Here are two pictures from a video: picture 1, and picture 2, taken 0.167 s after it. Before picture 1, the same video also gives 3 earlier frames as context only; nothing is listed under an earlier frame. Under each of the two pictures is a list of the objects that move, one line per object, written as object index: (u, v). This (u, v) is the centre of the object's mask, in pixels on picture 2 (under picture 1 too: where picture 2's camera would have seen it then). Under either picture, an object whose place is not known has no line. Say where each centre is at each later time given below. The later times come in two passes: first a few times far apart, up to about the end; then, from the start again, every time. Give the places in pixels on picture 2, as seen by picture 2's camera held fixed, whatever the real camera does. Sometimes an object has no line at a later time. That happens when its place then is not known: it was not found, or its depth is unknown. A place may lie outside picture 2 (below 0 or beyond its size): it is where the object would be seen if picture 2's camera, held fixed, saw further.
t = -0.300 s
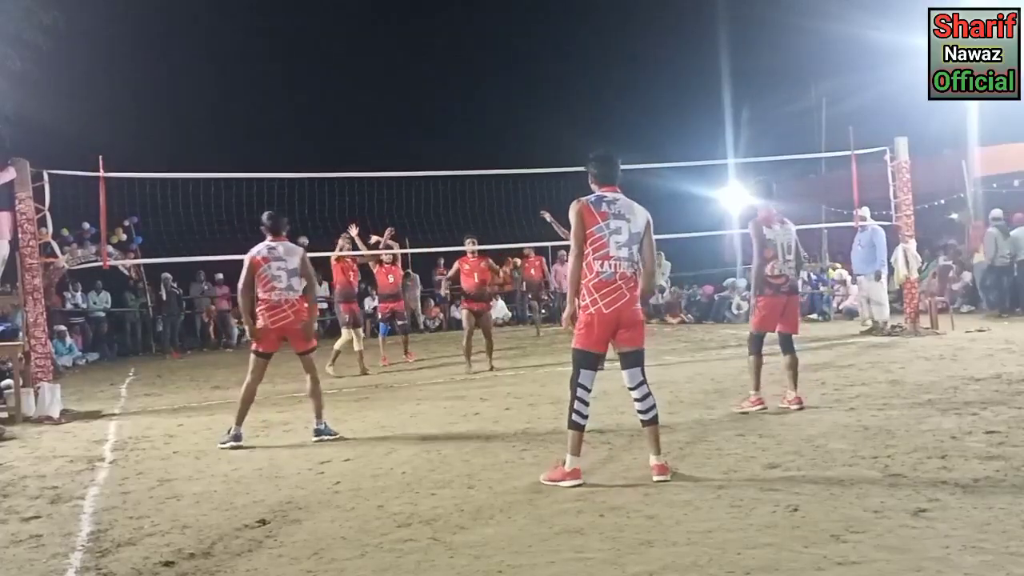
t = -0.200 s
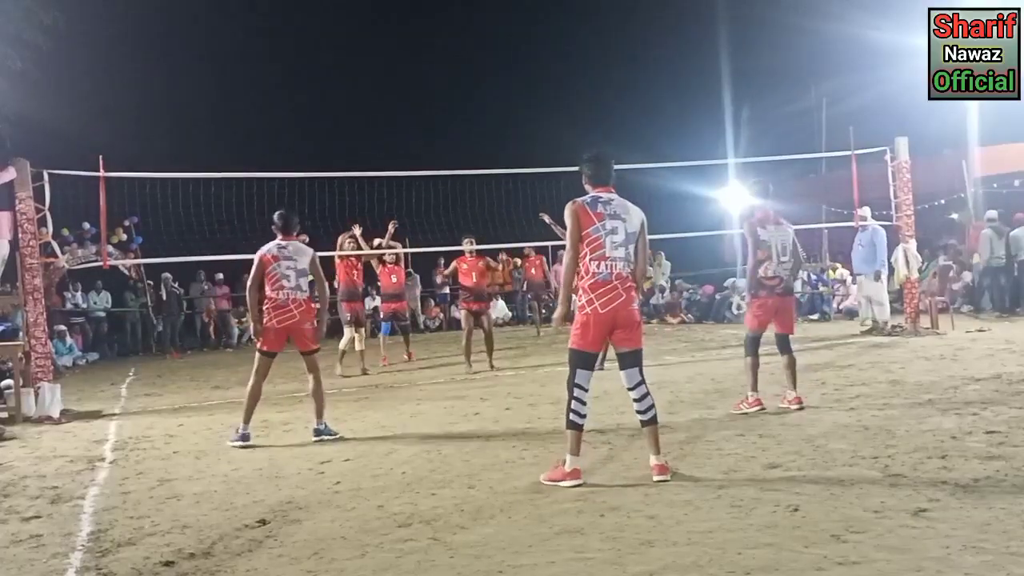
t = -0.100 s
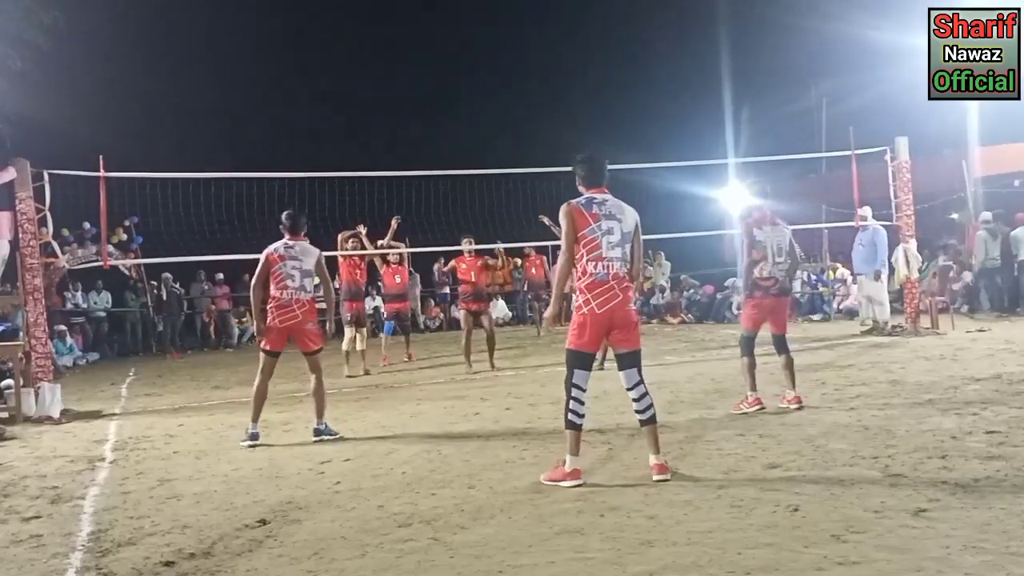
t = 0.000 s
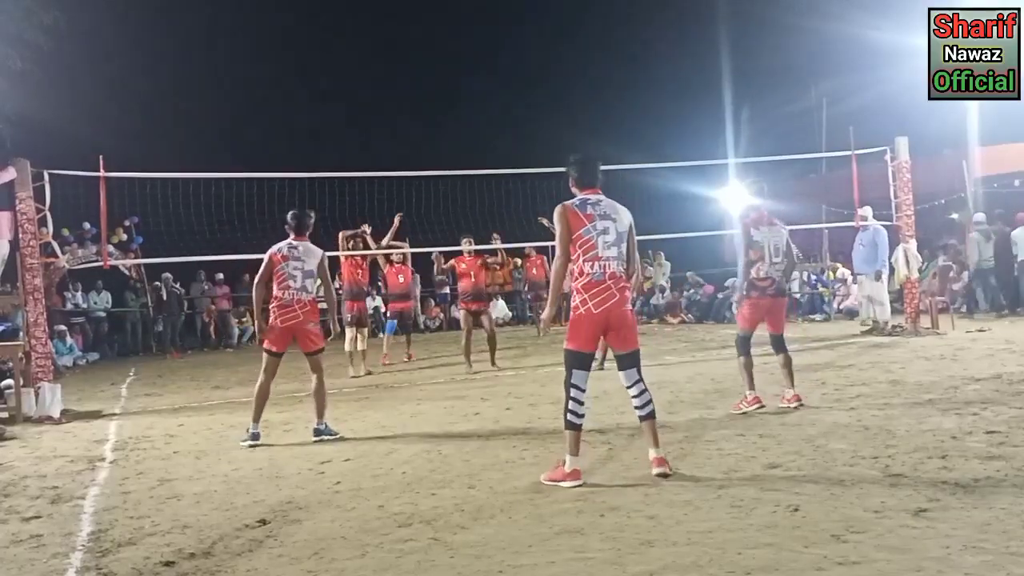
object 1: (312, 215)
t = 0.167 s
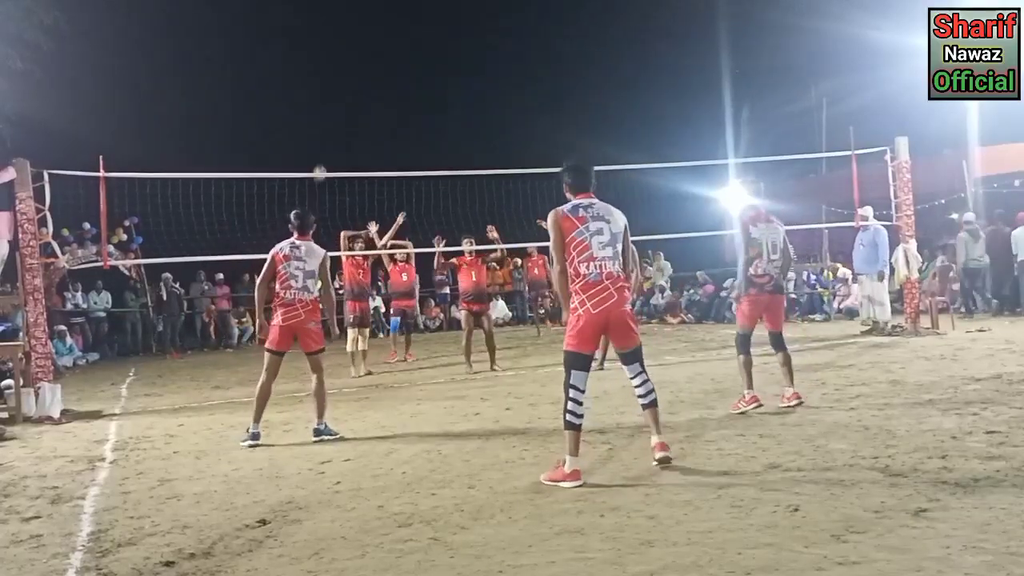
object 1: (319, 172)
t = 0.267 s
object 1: (326, 150)
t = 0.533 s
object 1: (348, 112)
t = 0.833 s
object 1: (390, 142)
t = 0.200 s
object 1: (321, 164)
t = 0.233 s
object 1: (323, 157)
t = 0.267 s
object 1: (326, 150)
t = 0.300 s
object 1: (328, 143)
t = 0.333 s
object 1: (331, 138)
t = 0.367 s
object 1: (334, 132)
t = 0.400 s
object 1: (336, 127)
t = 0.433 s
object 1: (339, 122)
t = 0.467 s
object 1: (342, 118)
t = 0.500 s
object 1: (345, 115)
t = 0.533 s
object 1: (348, 112)
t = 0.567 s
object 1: (351, 111)
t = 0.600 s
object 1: (355, 110)
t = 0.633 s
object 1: (359, 110)
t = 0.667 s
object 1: (363, 112)
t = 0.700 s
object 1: (367, 115)
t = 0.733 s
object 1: (372, 120)
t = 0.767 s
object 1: (377, 125)
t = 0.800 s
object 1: (383, 133)
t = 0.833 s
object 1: (390, 142)
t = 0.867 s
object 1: (397, 153)
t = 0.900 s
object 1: (405, 167)
